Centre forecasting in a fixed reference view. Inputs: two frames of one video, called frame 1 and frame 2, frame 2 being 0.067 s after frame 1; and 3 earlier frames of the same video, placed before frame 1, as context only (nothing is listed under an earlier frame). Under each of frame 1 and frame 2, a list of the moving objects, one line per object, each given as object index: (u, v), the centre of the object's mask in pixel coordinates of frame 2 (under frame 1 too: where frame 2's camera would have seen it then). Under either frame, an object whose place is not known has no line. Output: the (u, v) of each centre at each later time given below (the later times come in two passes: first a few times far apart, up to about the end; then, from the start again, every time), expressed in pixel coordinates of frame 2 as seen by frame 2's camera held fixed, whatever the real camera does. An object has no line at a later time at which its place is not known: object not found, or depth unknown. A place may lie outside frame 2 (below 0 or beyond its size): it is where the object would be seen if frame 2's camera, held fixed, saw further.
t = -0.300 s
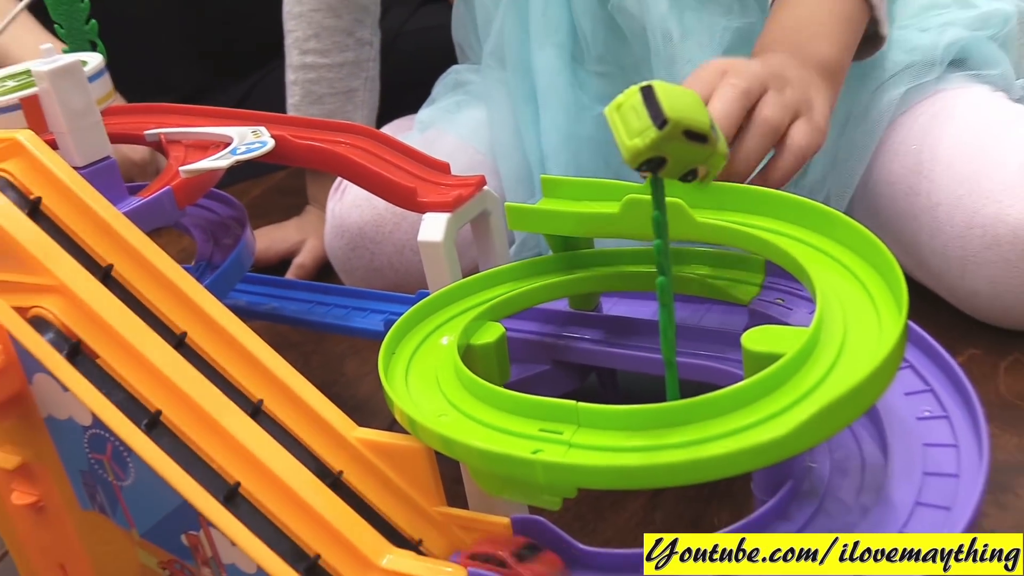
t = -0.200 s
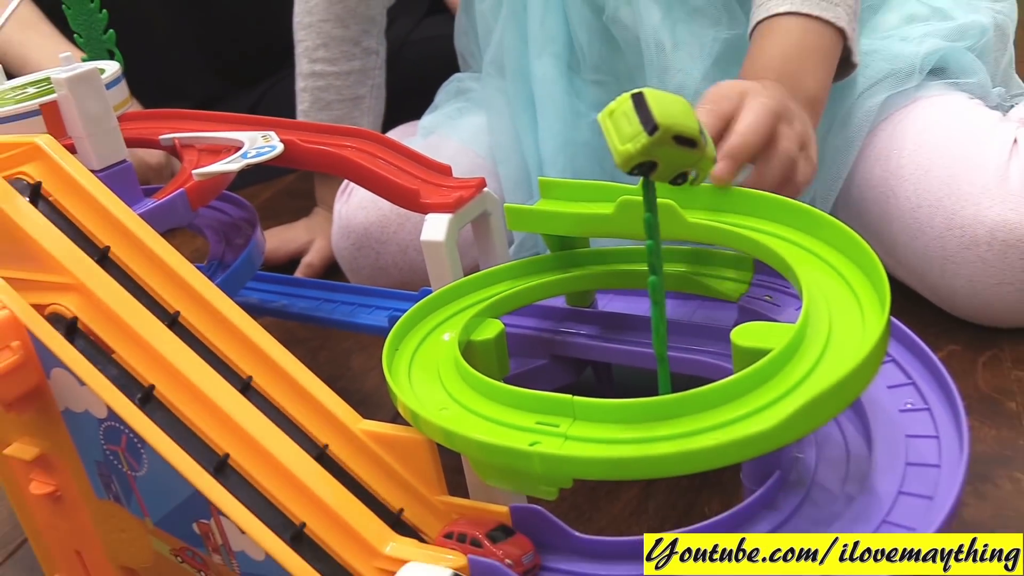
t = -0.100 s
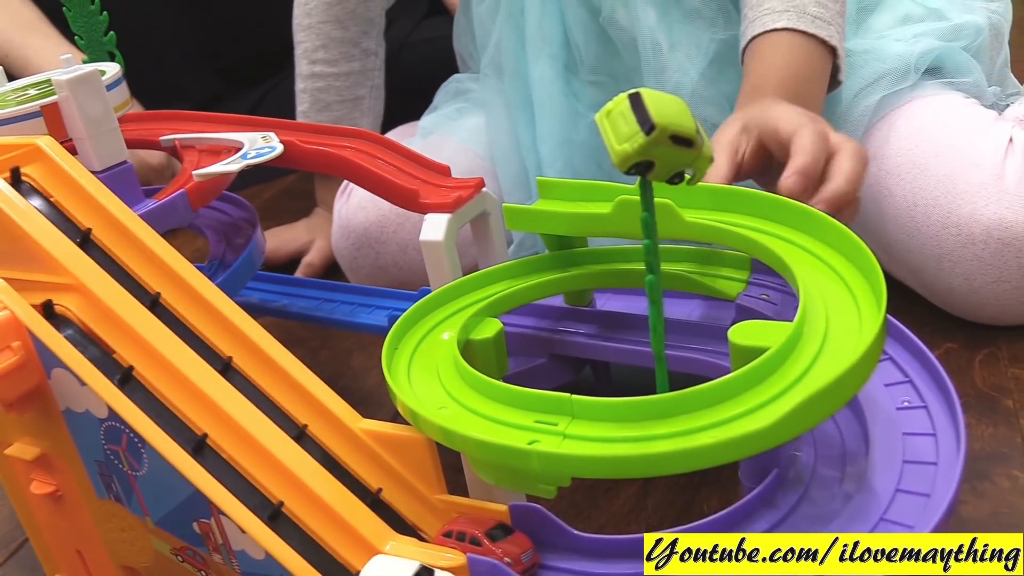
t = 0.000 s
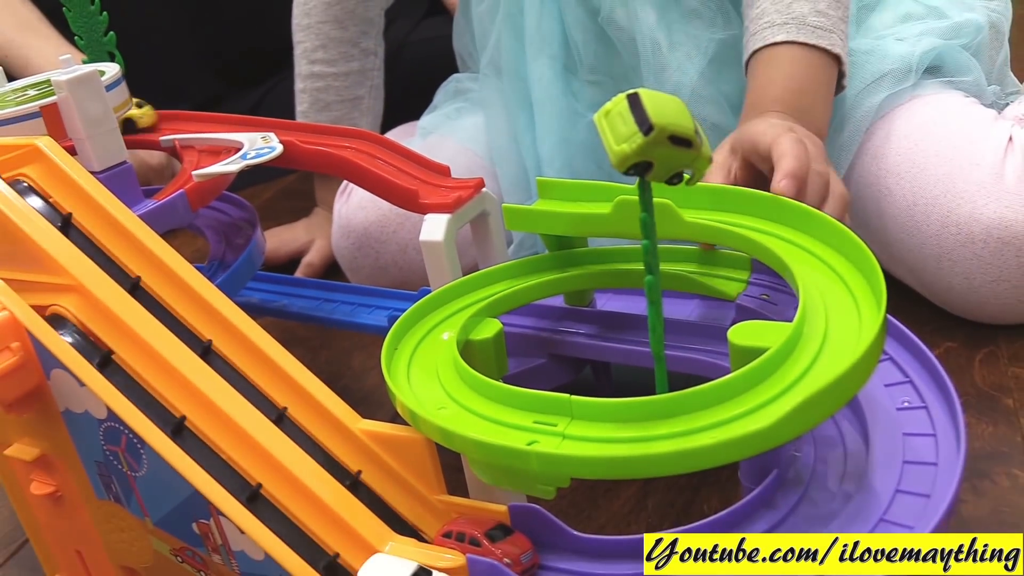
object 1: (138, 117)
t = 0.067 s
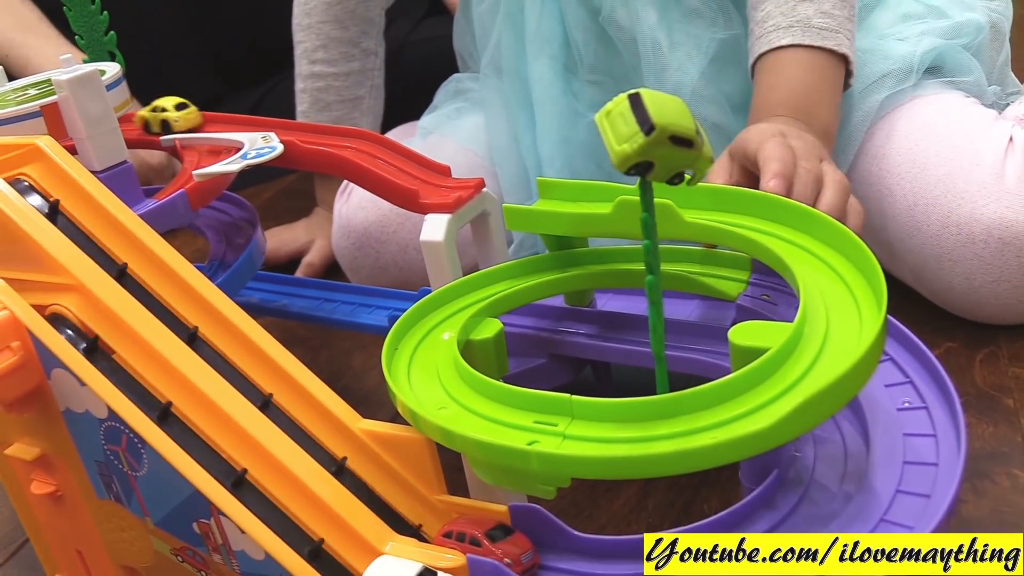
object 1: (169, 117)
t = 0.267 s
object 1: (316, 129)
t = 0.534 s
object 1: (693, 200)
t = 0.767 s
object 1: (733, 402)
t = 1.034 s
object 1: (437, 311)
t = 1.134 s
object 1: (542, 264)
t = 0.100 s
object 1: (188, 118)
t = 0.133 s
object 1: (209, 119)
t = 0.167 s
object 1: (236, 120)
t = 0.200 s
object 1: (264, 120)
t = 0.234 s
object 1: (290, 124)
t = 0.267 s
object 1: (316, 129)
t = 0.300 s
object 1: (344, 135)
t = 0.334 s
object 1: (378, 148)
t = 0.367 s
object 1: (419, 168)
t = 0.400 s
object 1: (461, 173)
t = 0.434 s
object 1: (509, 182)
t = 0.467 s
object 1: (565, 194)
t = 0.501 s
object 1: (608, 193)
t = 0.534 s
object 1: (693, 200)
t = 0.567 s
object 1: (739, 209)
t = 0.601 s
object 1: (791, 229)
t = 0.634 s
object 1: (828, 258)
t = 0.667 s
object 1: (847, 295)
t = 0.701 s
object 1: (835, 333)
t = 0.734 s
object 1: (794, 371)
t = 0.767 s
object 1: (733, 402)
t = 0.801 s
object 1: (662, 418)
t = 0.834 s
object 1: (586, 421)
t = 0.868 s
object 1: (522, 413)
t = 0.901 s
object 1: (470, 399)
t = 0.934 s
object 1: (436, 380)
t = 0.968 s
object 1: (420, 358)
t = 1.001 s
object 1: (422, 333)
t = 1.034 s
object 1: (437, 311)
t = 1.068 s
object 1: (463, 291)
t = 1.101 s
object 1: (499, 275)
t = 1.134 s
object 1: (542, 264)
